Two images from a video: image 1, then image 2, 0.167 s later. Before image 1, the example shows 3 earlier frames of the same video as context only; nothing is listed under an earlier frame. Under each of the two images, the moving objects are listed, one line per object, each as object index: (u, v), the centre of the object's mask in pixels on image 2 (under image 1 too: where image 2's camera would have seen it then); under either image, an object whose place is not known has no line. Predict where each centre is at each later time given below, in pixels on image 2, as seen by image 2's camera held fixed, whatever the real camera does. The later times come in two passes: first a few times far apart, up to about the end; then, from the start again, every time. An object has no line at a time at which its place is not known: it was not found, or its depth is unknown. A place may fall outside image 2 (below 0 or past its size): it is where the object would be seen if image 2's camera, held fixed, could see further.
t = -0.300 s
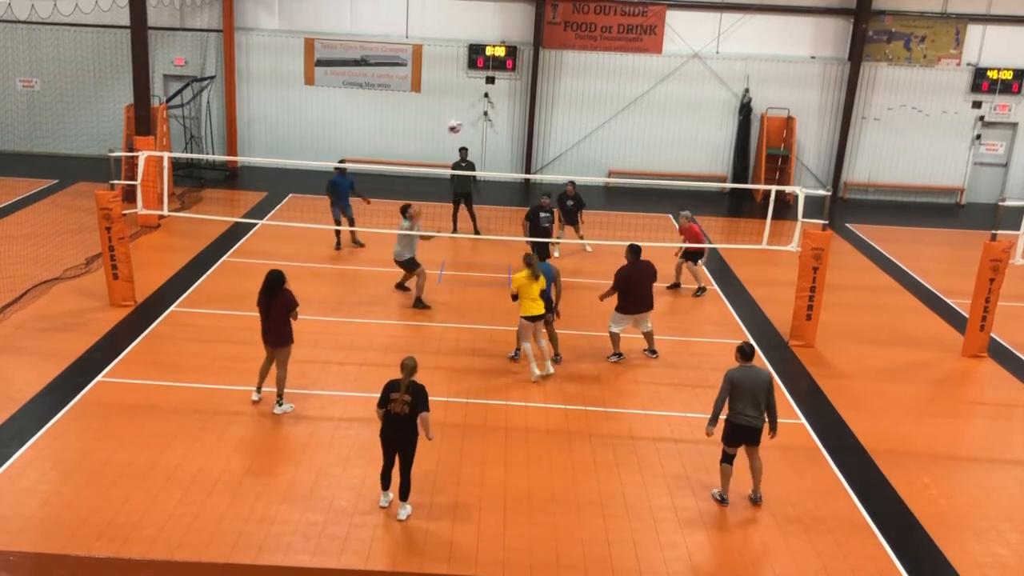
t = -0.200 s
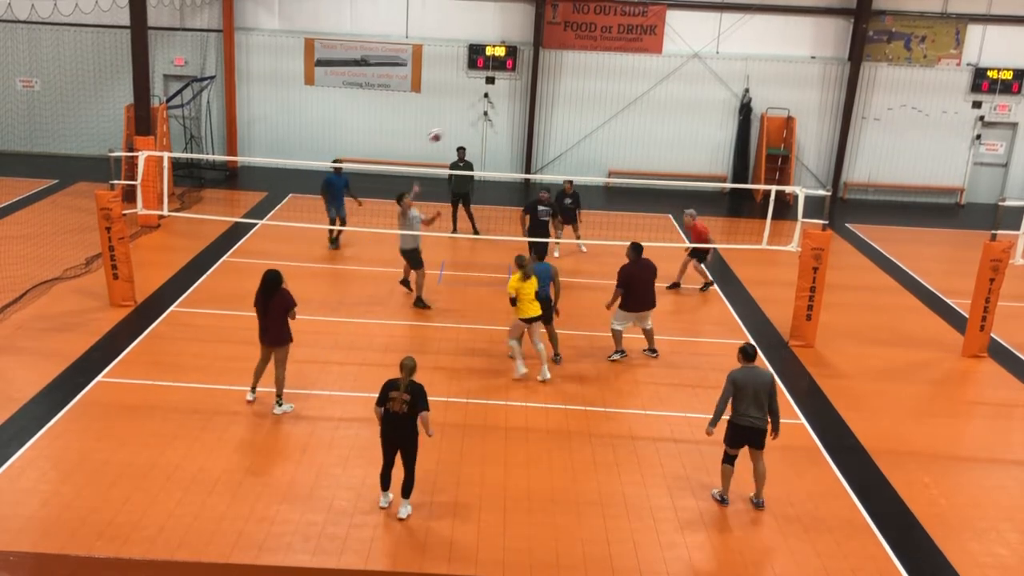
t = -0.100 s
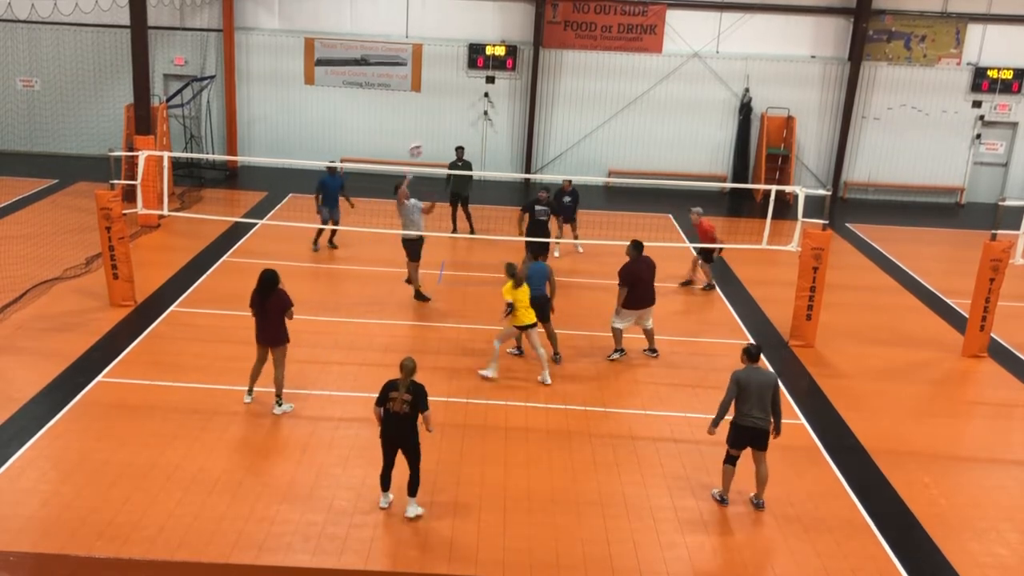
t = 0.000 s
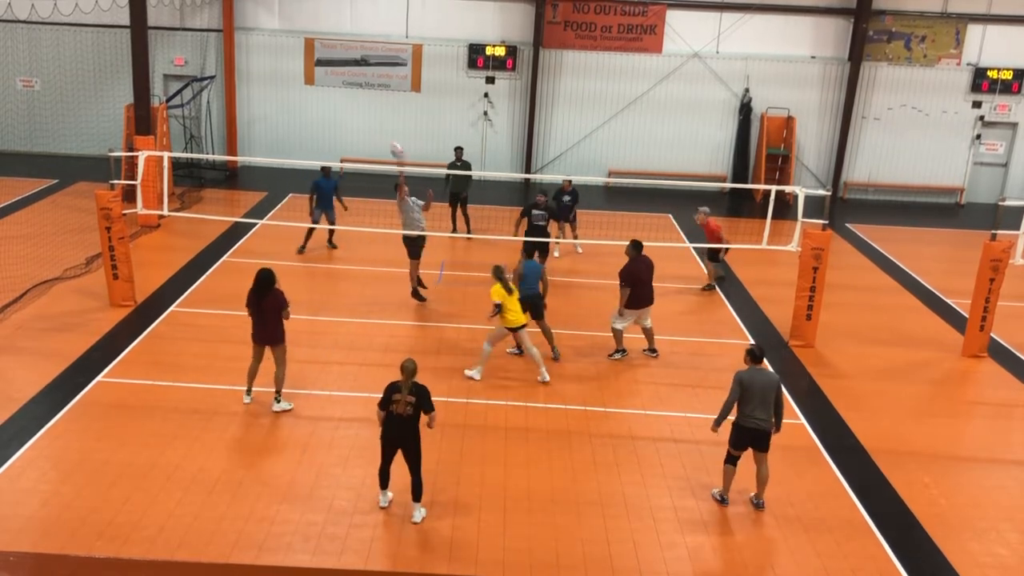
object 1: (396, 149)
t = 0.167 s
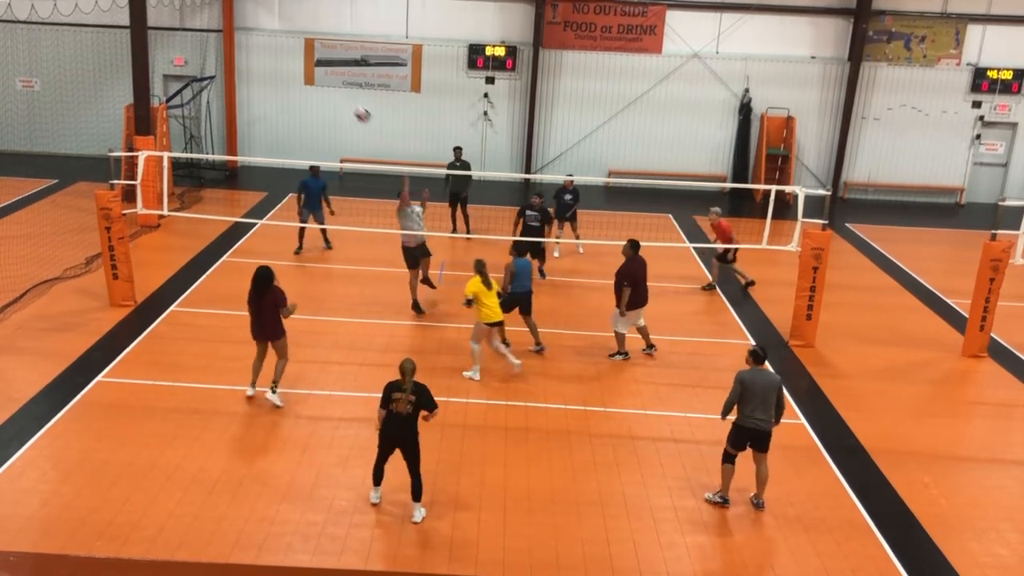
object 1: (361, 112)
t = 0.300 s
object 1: (330, 92)
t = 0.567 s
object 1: (263, 96)
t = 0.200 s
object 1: (355, 108)
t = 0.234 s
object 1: (348, 102)
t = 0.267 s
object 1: (340, 98)
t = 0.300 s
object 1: (330, 92)
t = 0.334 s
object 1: (324, 90)
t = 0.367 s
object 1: (315, 88)
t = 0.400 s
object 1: (307, 87)
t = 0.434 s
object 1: (299, 88)
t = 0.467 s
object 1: (291, 90)
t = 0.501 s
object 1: (282, 90)
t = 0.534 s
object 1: (273, 93)
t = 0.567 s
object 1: (263, 96)
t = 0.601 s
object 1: (253, 100)
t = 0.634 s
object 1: (243, 106)
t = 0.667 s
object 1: (235, 115)
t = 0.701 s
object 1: (224, 121)
